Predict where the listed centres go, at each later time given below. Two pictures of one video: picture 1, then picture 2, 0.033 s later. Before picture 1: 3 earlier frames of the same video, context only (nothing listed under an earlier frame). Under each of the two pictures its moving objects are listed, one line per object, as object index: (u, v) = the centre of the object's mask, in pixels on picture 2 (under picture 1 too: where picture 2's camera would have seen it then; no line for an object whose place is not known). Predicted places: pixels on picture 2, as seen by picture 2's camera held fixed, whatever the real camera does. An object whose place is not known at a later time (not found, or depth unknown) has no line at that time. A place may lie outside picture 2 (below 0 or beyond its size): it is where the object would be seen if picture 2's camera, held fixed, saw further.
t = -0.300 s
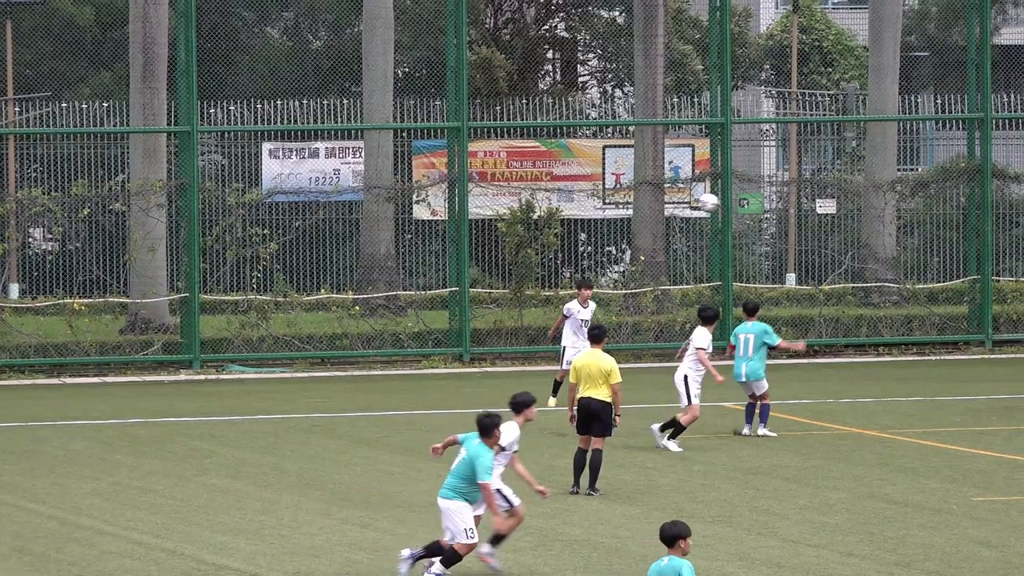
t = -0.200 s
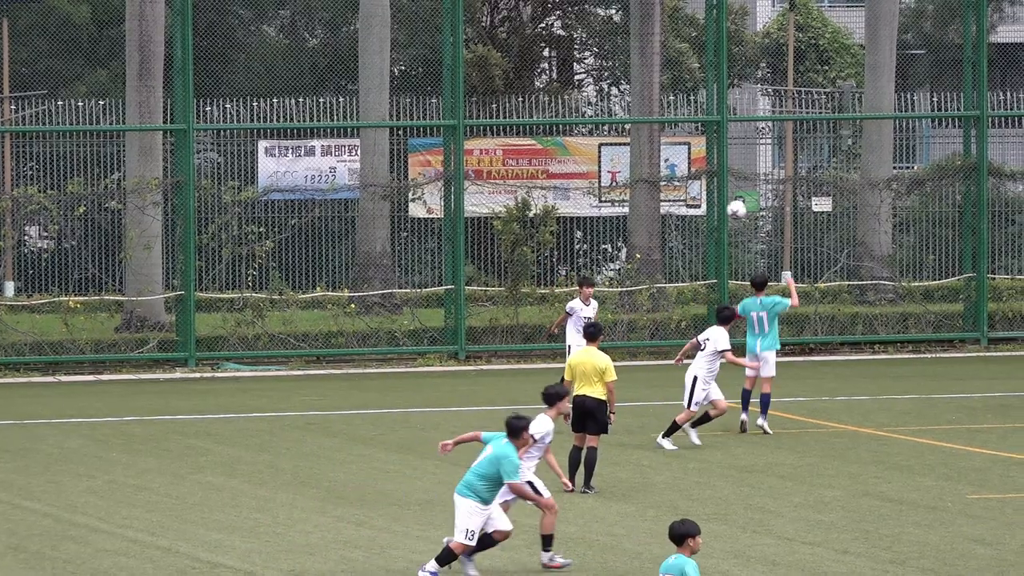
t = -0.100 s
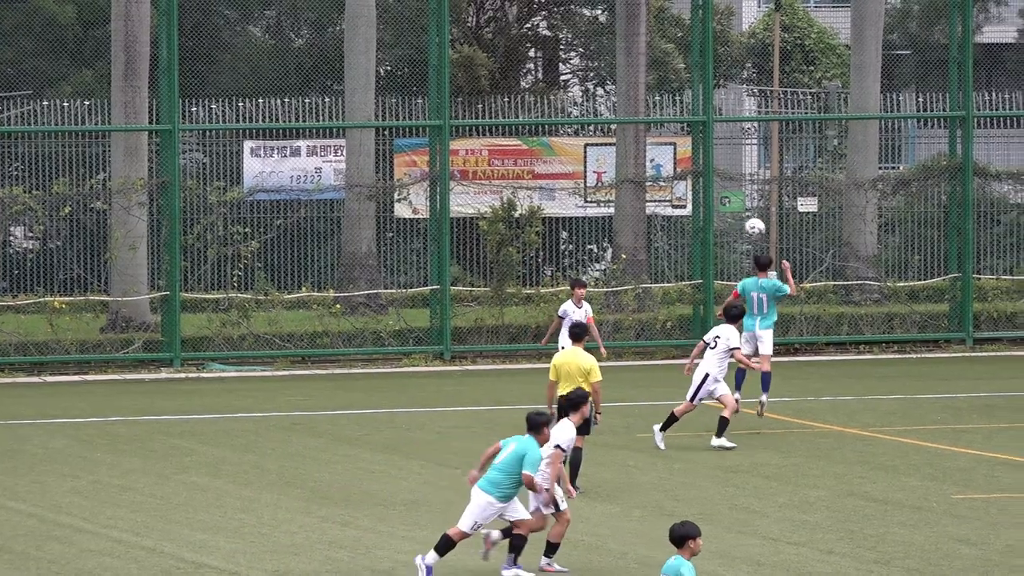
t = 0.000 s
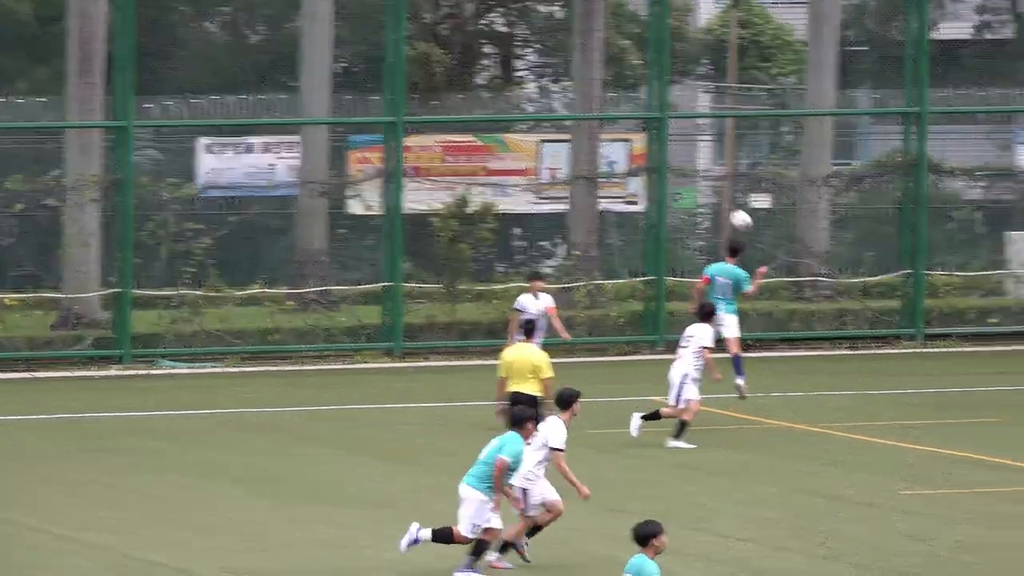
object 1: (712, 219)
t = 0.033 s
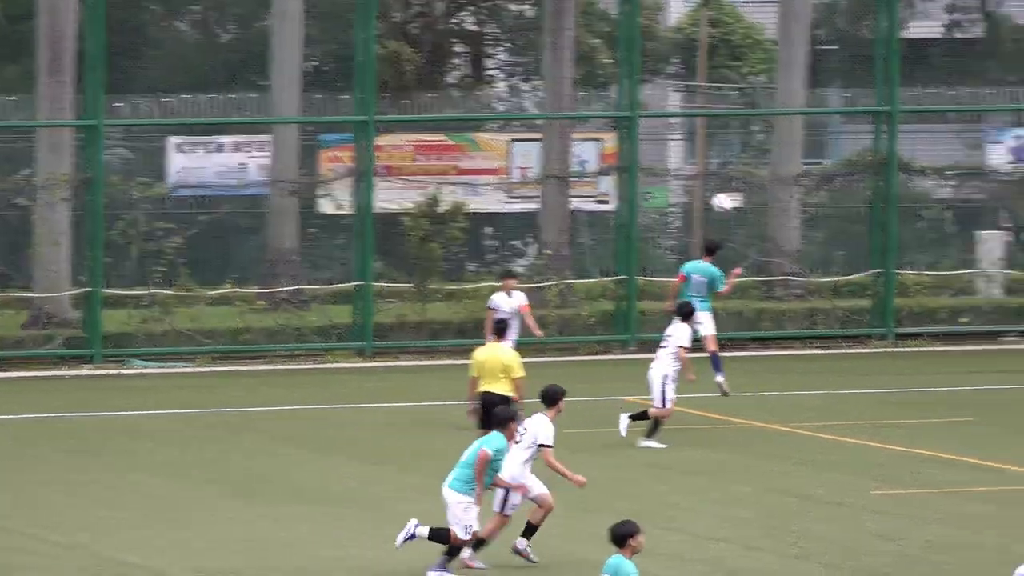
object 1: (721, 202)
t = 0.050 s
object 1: (728, 196)
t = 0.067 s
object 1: (733, 189)
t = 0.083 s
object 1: (738, 181)
